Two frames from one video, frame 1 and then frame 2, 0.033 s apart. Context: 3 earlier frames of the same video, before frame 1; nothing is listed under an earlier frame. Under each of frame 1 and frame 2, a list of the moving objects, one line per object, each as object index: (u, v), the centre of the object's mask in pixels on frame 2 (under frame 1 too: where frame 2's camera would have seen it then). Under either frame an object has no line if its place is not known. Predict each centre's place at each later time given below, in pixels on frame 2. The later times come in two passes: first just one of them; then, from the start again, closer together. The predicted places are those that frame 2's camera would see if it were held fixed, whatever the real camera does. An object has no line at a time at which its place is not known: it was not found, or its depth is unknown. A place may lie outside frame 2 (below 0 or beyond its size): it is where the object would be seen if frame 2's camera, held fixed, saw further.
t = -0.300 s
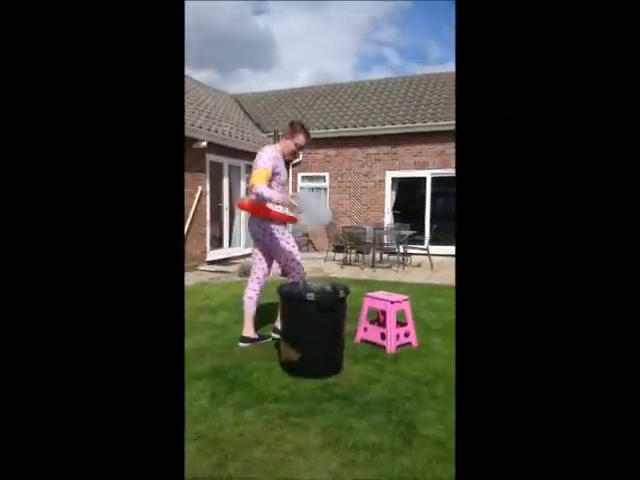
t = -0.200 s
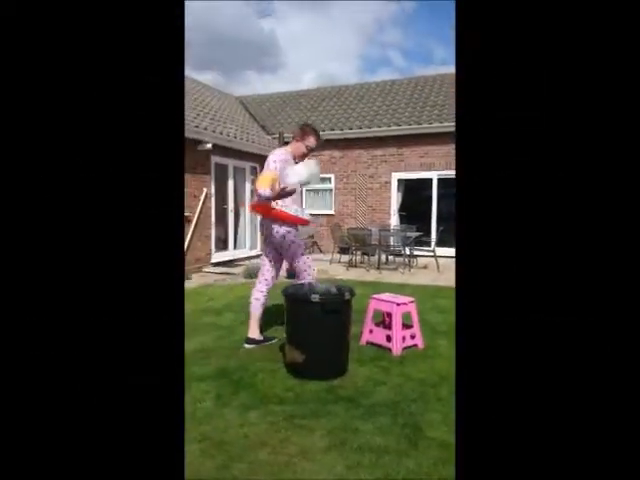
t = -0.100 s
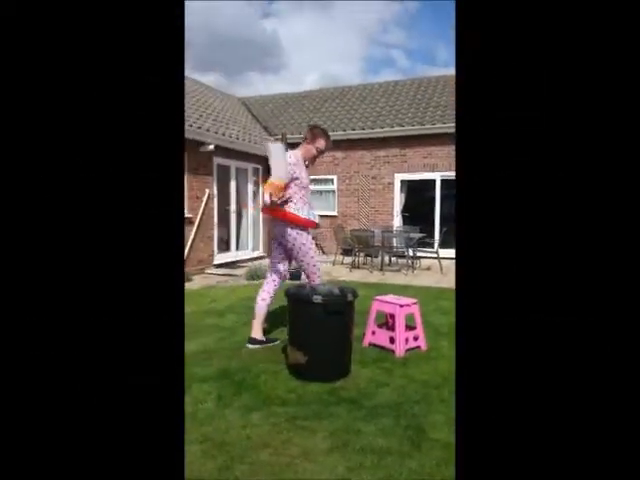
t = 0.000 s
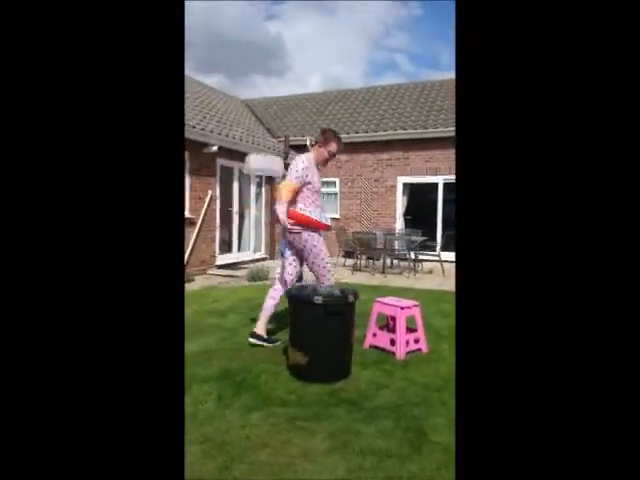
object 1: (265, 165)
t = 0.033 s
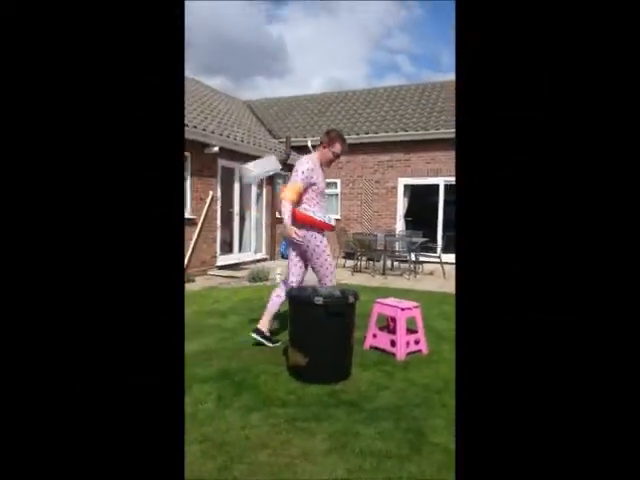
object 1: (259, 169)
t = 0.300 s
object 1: (221, 239)
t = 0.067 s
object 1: (255, 172)
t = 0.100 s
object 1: (251, 177)
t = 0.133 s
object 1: (246, 184)
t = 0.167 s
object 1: (240, 192)
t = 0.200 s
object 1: (237, 202)
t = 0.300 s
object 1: (221, 239)
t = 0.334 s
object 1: (218, 254)
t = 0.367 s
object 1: (215, 267)
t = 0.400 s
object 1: (214, 287)
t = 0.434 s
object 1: (213, 305)
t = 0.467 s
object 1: (214, 323)
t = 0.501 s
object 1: (214, 337)
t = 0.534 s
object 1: (215, 337)
